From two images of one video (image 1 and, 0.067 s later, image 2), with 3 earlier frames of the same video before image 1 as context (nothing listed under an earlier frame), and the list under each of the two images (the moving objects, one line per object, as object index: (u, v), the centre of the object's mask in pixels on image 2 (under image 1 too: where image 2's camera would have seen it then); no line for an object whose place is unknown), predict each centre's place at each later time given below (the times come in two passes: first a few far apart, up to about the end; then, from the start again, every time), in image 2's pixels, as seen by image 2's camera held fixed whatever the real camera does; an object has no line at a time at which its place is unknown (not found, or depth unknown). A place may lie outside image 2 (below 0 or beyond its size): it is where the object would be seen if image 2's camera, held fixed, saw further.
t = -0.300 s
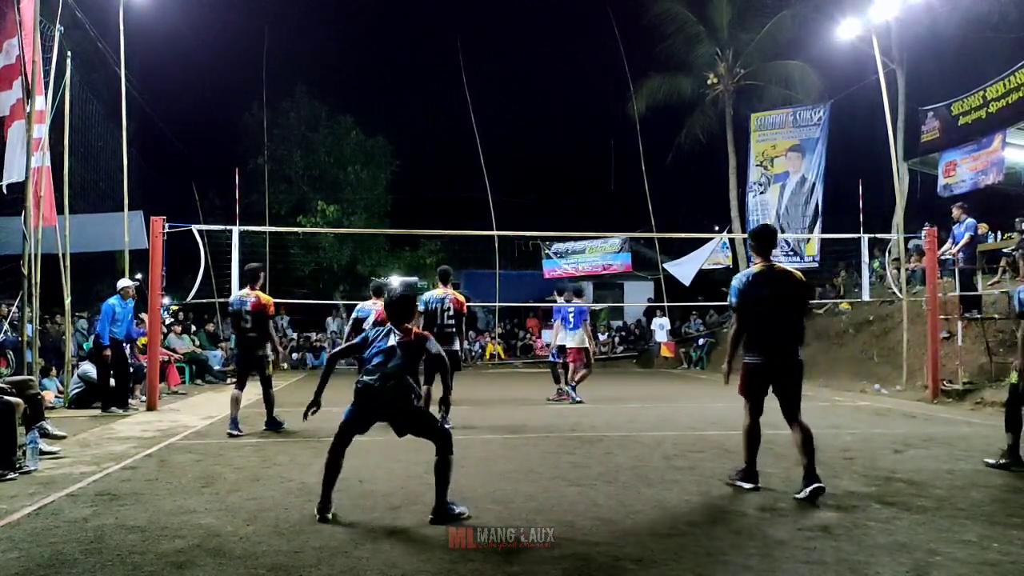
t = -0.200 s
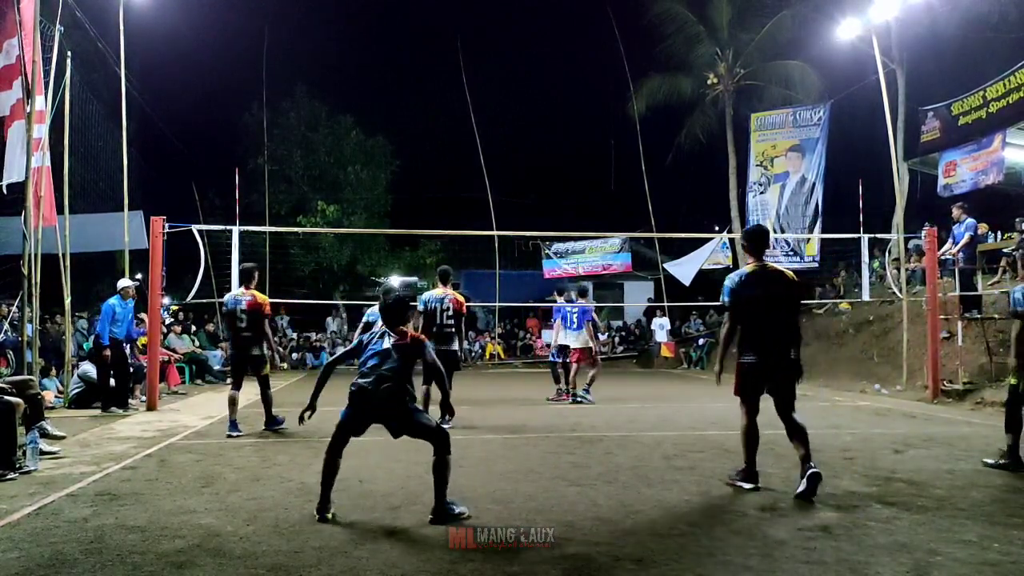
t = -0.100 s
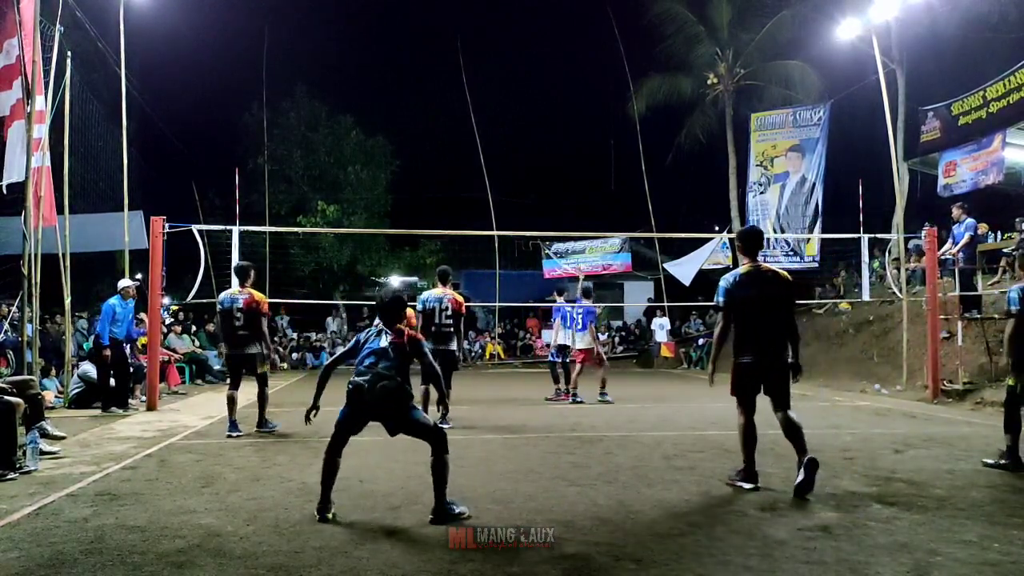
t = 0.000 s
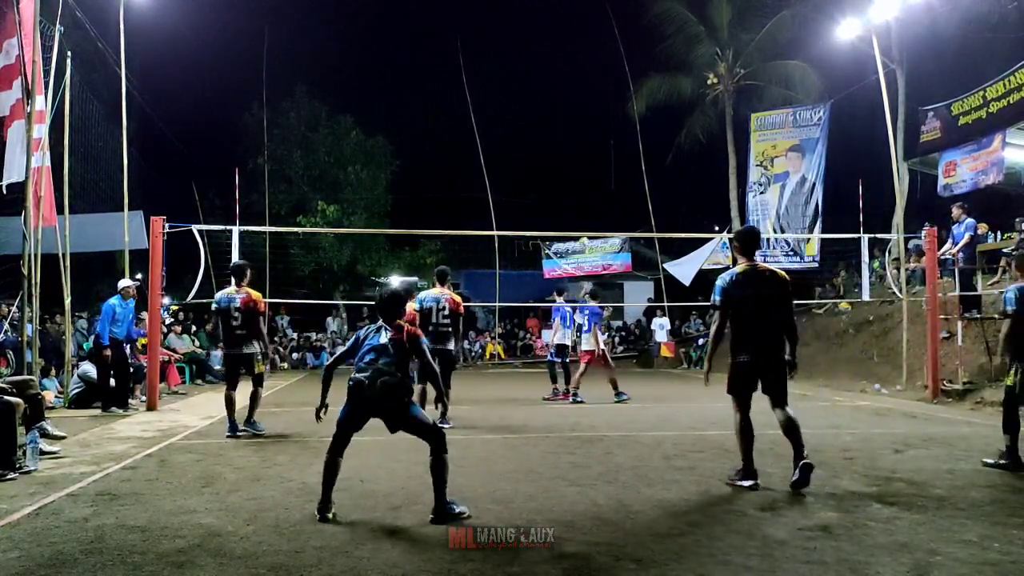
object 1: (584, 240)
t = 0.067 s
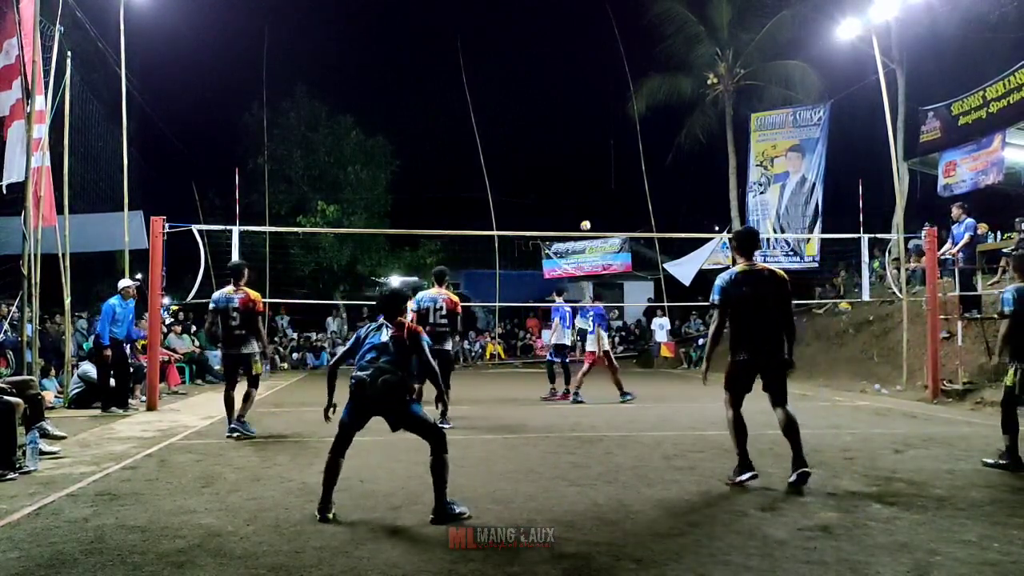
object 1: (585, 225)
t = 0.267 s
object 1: (591, 181)
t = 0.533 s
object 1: (600, 136)
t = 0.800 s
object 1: (612, 117)
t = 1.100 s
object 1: (629, 145)
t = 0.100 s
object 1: (586, 217)
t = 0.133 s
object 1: (587, 209)
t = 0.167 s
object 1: (588, 202)
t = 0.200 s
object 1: (589, 195)
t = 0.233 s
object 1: (590, 188)
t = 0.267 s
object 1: (591, 181)
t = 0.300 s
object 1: (592, 174)
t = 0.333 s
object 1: (593, 168)
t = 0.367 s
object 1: (594, 162)
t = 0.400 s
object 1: (595, 156)
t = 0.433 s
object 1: (596, 150)
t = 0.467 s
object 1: (597, 145)
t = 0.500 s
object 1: (599, 140)
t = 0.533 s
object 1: (600, 136)
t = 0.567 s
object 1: (601, 132)
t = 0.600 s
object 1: (602, 129)
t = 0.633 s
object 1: (604, 125)
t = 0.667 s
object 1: (605, 123)
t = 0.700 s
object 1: (607, 120)
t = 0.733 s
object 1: (609, 119)
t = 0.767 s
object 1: (610, 118)
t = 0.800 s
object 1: (612, 117)
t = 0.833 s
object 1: (614, 117)
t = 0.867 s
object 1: (616, 118)
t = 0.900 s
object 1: (617, 119)
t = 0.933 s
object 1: (620, 122)
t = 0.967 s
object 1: (622, 125)
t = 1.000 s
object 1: (624, 129)
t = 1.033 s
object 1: (626, 135)
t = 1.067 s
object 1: (627, 138)
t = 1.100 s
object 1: (629, 145)
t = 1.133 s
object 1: (632, 154)
